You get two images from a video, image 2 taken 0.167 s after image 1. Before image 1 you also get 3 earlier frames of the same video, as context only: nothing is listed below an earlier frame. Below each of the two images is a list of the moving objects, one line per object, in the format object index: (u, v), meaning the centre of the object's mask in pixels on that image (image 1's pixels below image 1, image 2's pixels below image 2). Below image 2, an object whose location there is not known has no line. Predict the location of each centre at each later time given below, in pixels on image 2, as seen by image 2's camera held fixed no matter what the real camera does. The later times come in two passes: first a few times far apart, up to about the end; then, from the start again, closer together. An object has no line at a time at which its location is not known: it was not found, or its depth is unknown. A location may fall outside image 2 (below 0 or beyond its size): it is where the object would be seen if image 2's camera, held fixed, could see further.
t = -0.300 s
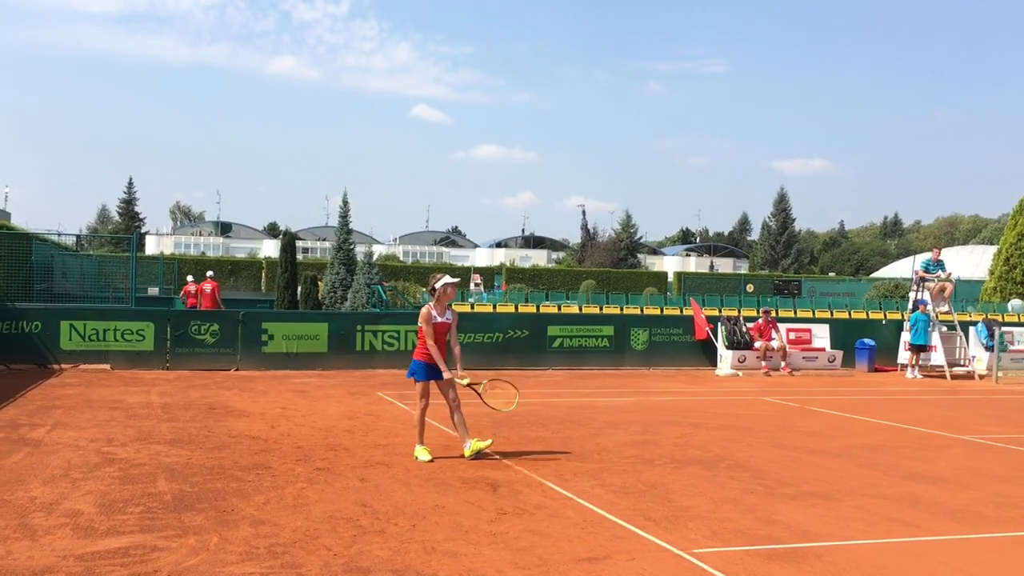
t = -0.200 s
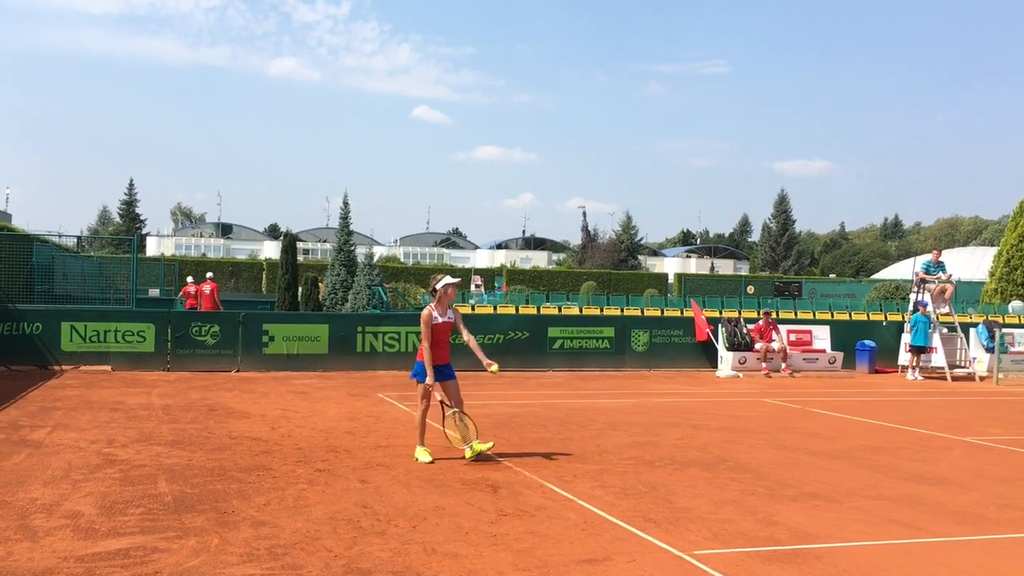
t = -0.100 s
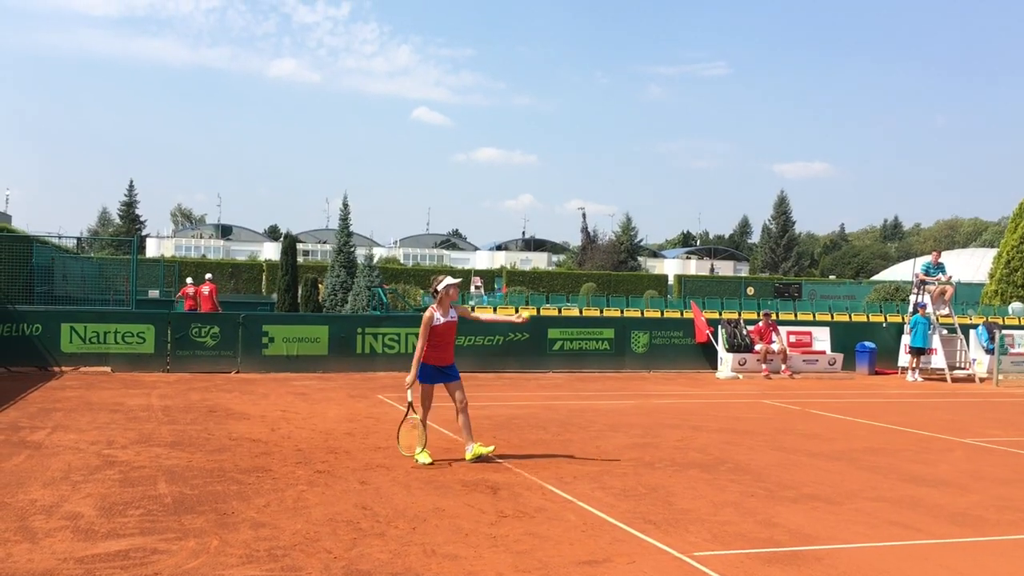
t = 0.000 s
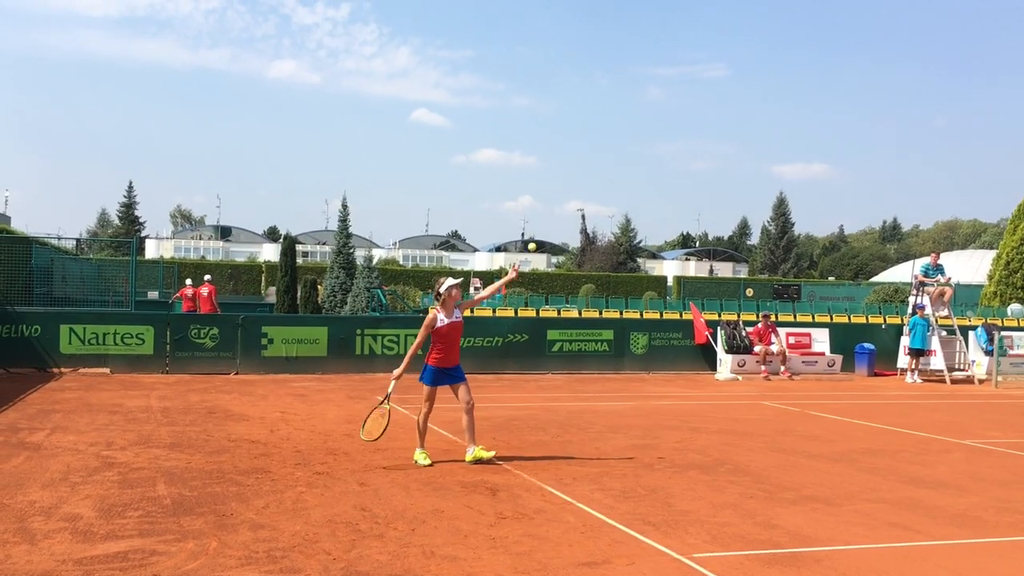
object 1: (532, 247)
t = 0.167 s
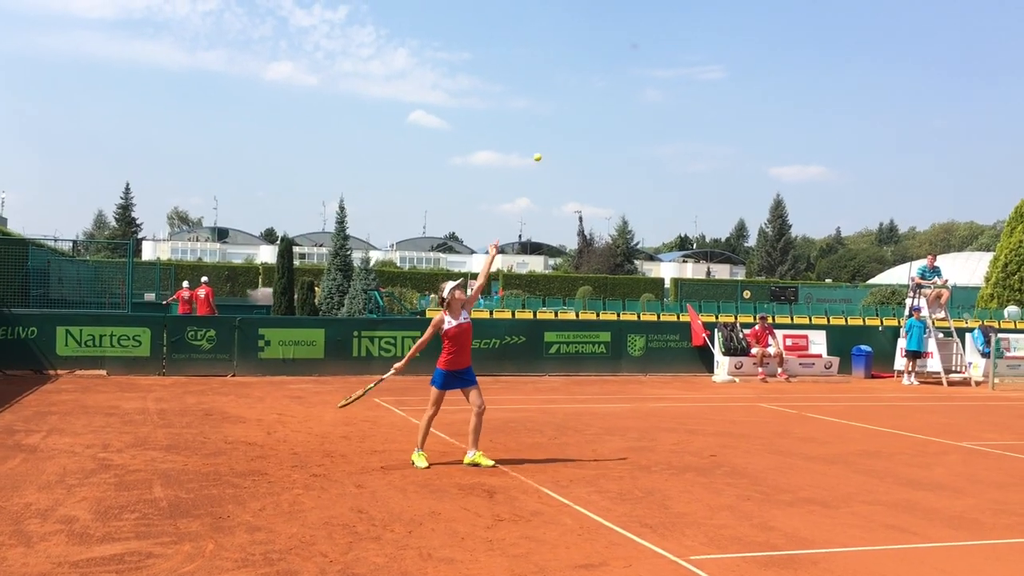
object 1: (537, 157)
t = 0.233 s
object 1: (540, 129)
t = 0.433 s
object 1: (547, 77)
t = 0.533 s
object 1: (550, 67)
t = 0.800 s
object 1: (555, 97)
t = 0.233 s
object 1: (540, 129)
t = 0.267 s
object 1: (541, 117)
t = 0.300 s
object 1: (542, 107)
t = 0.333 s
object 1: (544, 97)
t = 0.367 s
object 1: (545, 89)
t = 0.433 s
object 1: (547, 77)
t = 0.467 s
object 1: (548, 72)
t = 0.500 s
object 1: (549, 69)
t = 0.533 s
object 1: (550, 67)
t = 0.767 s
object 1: (555, 89)
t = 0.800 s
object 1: (555, 97)
